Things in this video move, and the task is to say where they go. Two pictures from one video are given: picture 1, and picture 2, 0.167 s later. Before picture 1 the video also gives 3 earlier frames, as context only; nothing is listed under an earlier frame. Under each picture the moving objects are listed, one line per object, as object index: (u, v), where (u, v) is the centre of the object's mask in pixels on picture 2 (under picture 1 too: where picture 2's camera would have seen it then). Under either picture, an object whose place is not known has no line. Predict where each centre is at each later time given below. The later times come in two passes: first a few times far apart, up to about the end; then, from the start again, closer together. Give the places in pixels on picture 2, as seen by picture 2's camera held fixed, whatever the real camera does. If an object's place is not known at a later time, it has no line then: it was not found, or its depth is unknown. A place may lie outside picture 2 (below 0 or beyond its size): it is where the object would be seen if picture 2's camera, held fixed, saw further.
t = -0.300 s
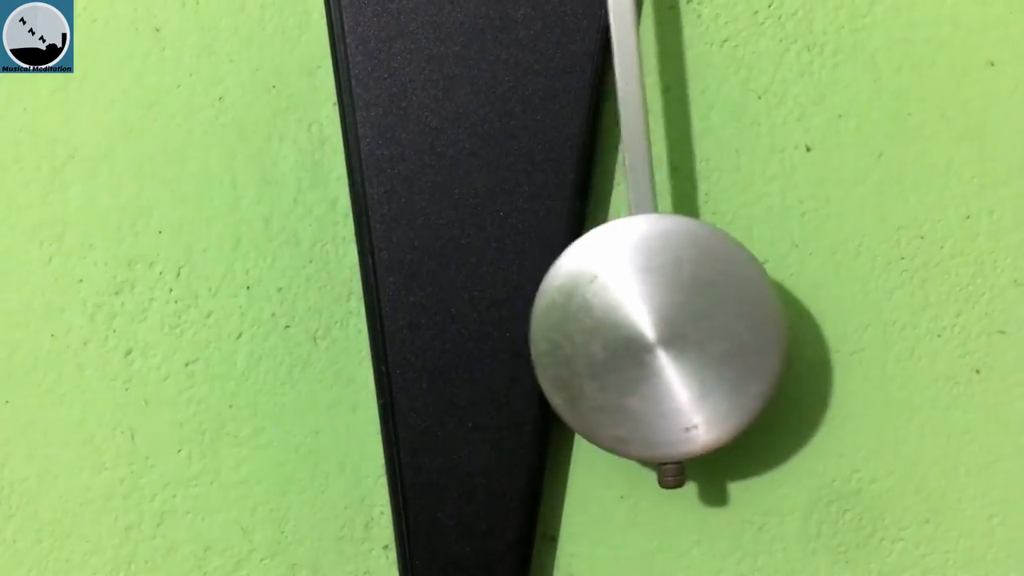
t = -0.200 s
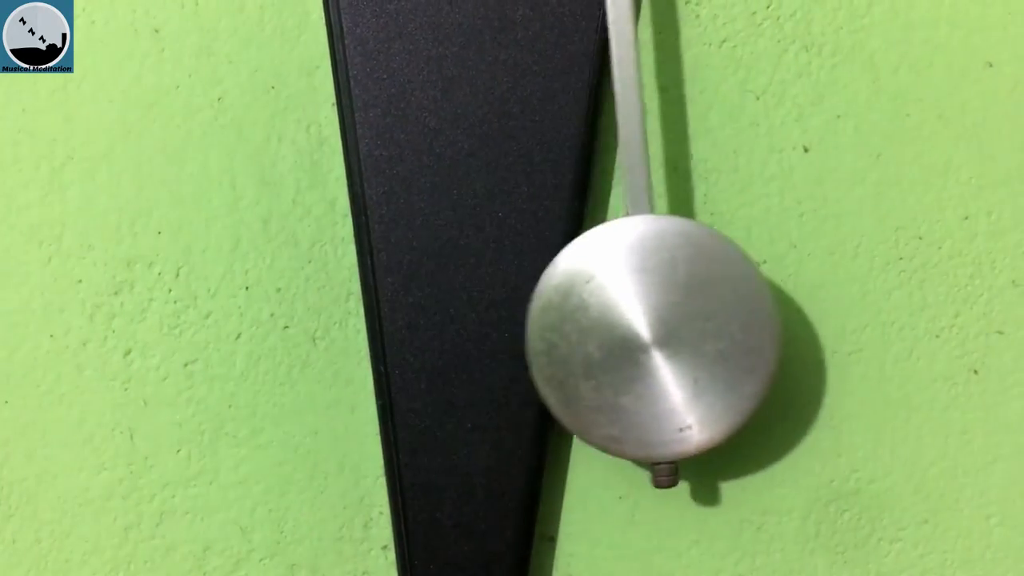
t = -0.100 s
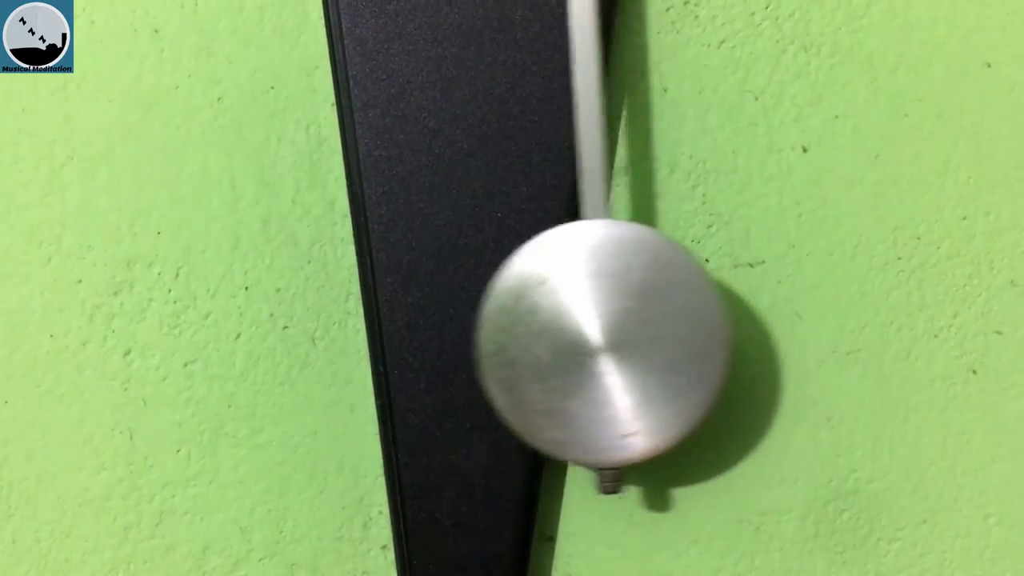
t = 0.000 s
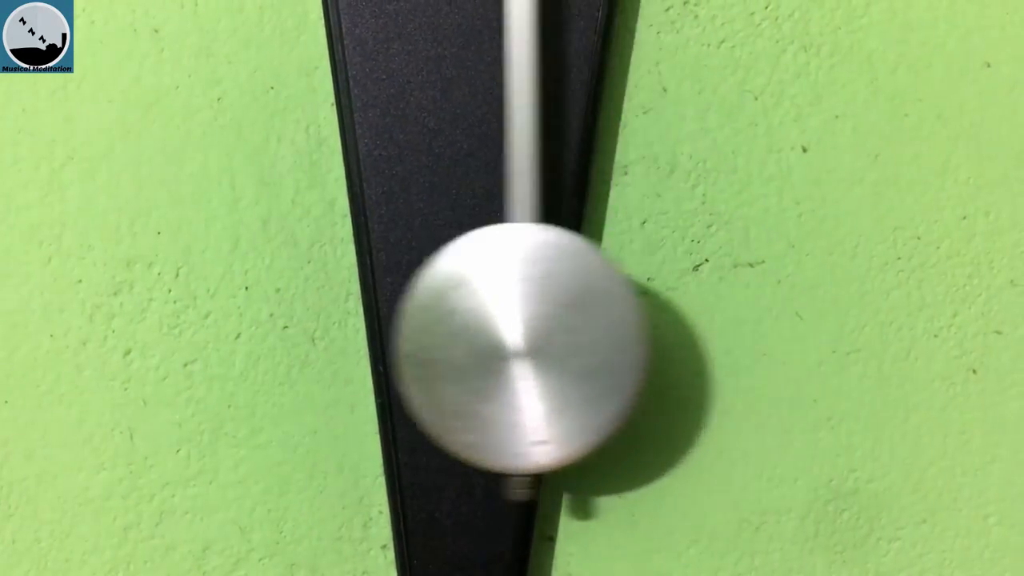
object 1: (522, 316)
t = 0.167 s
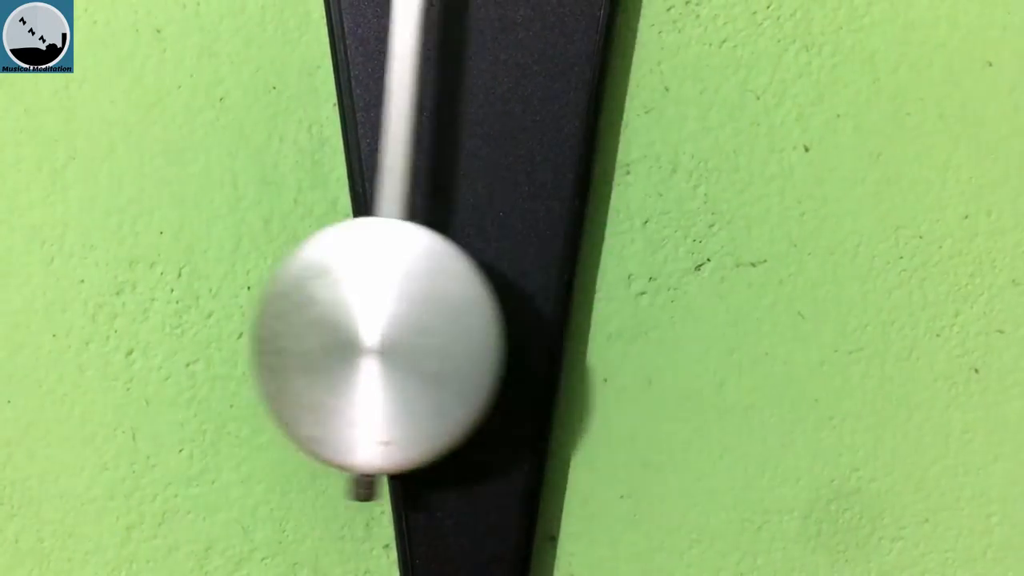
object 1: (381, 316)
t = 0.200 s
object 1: (358, 317)
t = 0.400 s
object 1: (324, 317)
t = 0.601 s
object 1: (465, 314)
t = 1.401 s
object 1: (351, 313)
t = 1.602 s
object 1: (338, 315)
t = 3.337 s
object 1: (638, 315)
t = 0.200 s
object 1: (358, 317)
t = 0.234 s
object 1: (339, 317)
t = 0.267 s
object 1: (324, 317)
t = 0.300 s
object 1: (315, 317)
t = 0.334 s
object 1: (313, 317)
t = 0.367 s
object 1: (316, 316)
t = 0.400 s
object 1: (324, 317)
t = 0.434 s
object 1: (339, 317)
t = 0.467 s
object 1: (357, 317)
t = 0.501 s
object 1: (381, 316)
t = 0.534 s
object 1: (407, 317)
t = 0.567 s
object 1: (435, 314)
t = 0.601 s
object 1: (465, 314)
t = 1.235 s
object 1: (476, 314)
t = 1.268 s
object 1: (448, 312)
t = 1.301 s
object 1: (420, 311)
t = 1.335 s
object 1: (394, 313)
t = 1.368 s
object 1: (370, 314)
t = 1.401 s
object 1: (351, 313)
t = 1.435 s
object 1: (336, 313)
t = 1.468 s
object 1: (325, 314)
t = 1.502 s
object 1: (320, 314)
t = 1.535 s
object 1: (321, 314)
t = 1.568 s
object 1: (327, 315)
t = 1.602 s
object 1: (338, 315)
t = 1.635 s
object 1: (354, 316)
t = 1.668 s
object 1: (375, 316)
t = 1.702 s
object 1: (399, 316)
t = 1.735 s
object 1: (426, 318)
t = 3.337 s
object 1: (638, 315)
